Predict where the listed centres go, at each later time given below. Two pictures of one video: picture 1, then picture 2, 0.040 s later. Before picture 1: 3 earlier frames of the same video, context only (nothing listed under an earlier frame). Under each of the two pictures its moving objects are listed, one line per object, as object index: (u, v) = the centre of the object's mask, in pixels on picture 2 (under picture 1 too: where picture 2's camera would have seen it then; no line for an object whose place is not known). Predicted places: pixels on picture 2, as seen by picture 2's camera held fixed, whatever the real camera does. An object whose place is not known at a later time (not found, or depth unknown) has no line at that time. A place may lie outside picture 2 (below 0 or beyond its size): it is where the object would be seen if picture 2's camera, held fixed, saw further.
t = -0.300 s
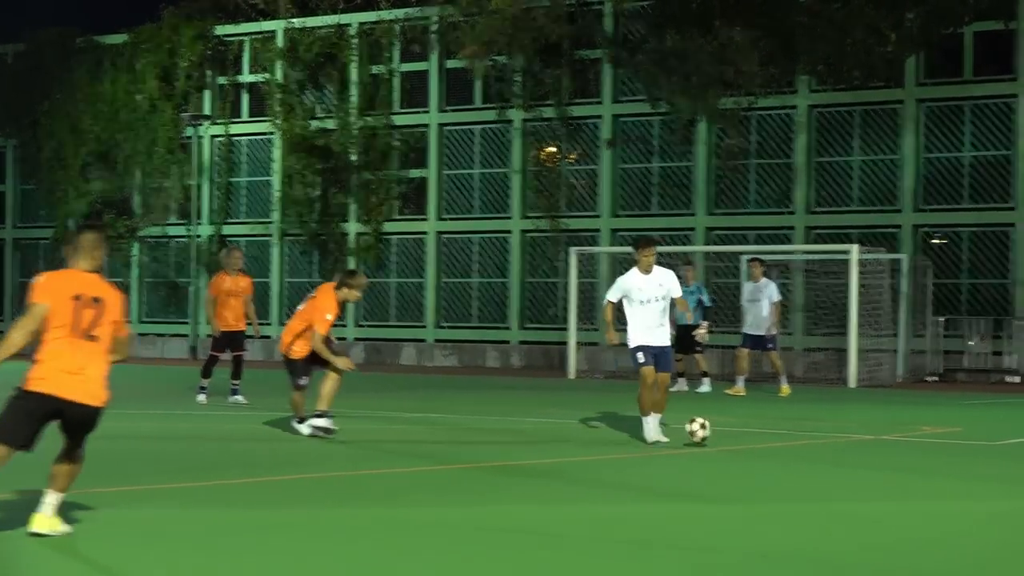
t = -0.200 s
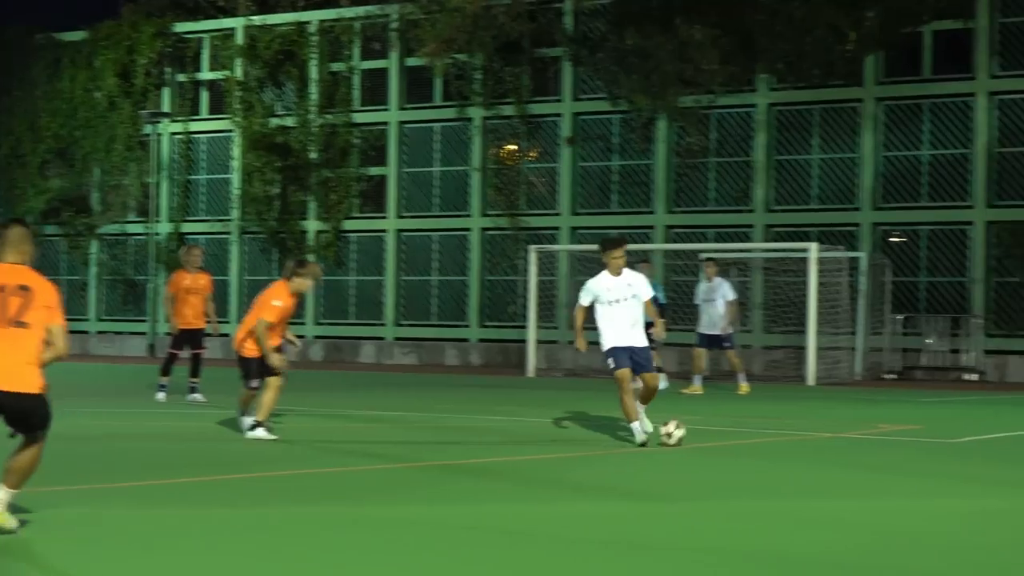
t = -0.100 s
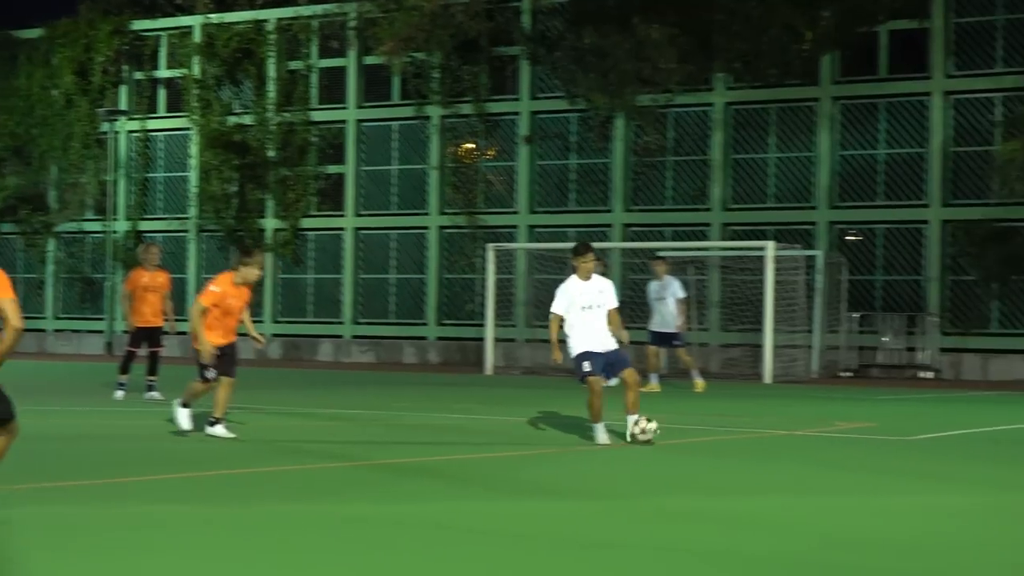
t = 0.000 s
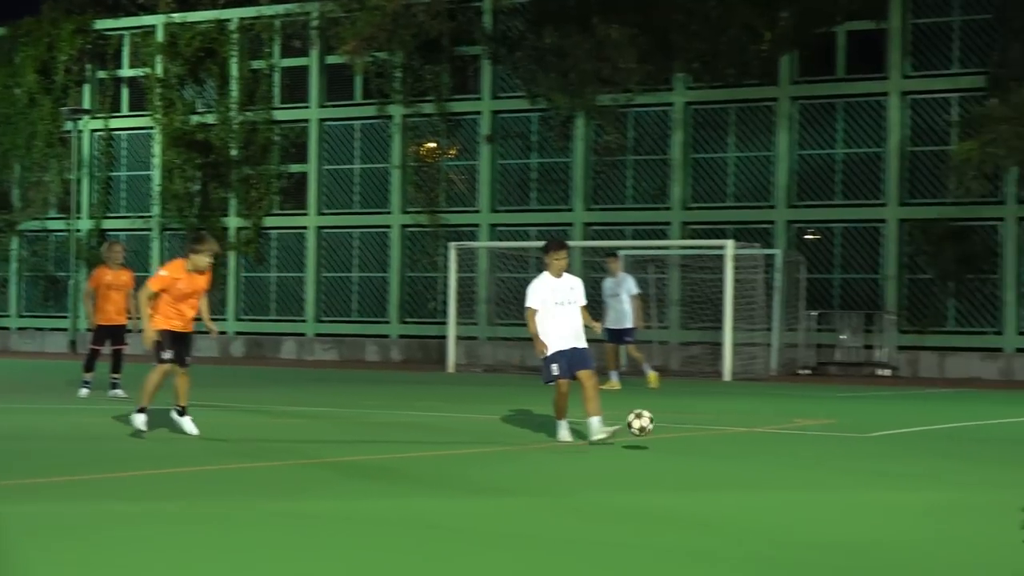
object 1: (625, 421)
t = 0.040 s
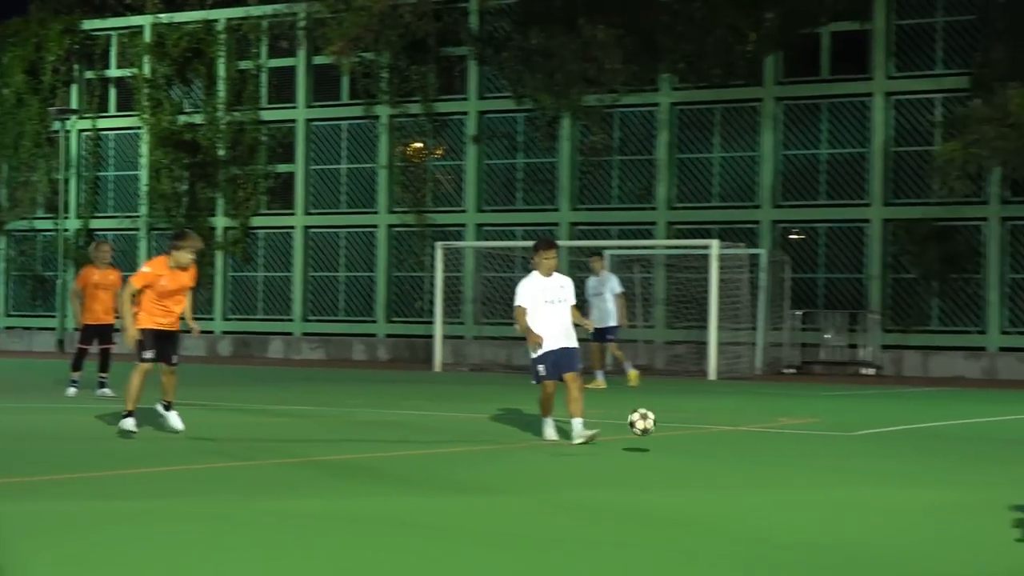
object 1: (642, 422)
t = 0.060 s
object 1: (649, 423)
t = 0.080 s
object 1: (658, 425)
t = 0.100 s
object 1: (668, 428)
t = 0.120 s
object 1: (678, 431)
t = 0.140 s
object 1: (687, 436)
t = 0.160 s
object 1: (697, 440)
